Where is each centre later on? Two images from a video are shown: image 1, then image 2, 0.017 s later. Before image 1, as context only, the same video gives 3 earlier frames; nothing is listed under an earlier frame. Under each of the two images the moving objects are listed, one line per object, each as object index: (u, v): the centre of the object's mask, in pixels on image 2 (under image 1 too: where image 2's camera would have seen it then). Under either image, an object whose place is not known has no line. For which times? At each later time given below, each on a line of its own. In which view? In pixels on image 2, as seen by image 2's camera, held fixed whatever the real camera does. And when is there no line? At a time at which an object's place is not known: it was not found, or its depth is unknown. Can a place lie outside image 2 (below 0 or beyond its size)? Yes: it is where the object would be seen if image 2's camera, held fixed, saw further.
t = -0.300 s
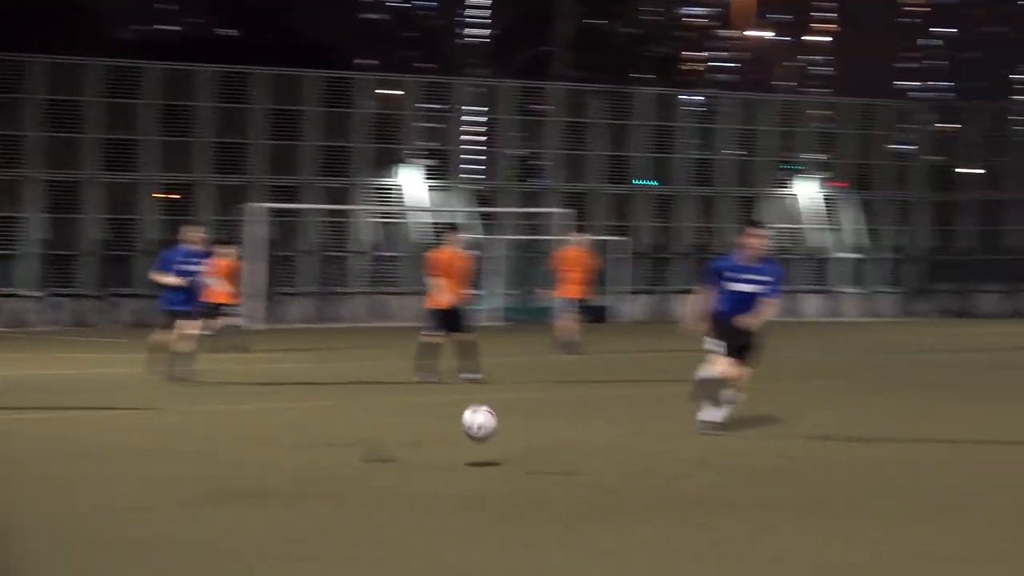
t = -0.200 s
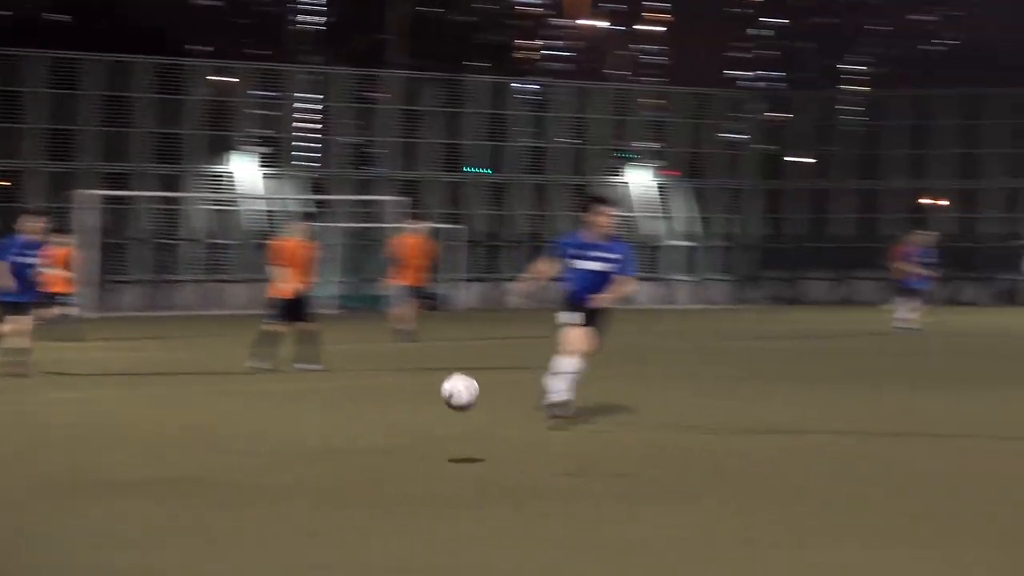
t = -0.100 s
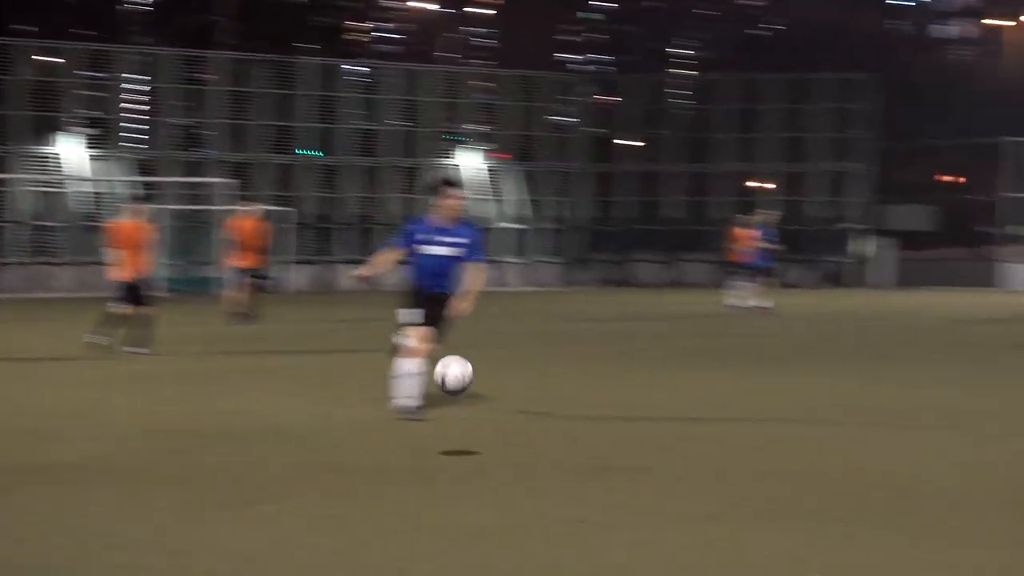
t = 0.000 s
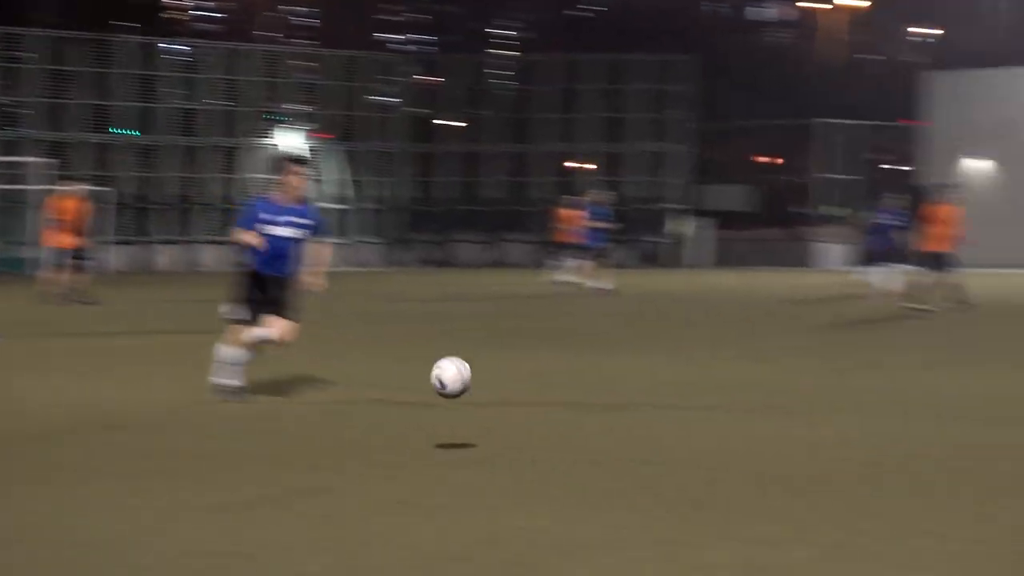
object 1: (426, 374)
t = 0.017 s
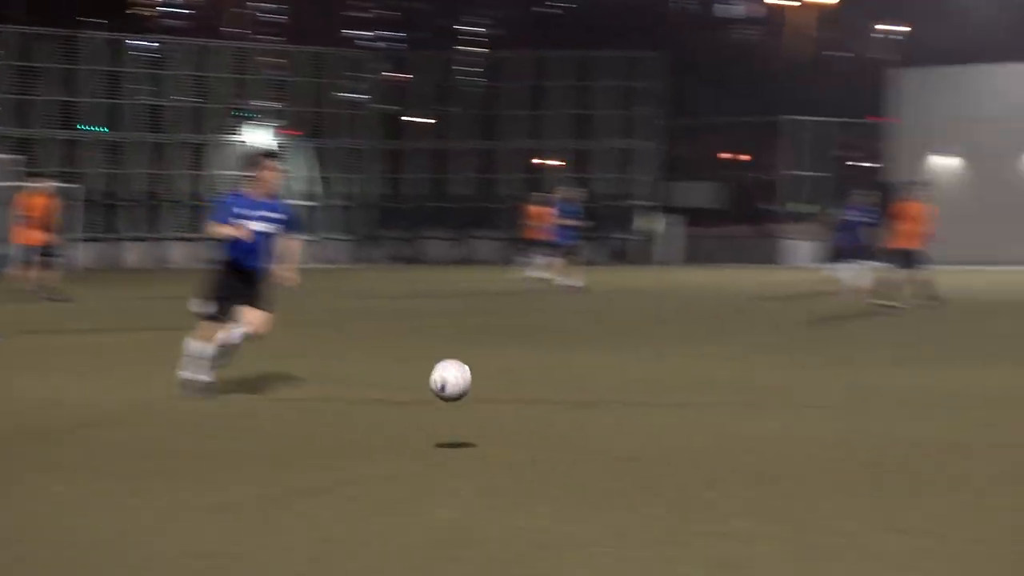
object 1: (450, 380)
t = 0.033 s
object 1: (475, 385)
